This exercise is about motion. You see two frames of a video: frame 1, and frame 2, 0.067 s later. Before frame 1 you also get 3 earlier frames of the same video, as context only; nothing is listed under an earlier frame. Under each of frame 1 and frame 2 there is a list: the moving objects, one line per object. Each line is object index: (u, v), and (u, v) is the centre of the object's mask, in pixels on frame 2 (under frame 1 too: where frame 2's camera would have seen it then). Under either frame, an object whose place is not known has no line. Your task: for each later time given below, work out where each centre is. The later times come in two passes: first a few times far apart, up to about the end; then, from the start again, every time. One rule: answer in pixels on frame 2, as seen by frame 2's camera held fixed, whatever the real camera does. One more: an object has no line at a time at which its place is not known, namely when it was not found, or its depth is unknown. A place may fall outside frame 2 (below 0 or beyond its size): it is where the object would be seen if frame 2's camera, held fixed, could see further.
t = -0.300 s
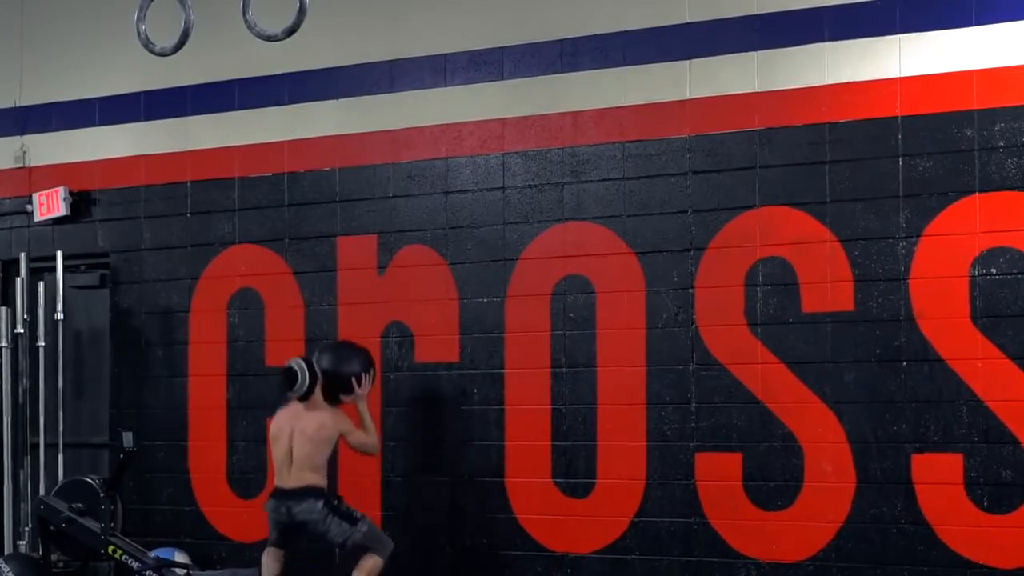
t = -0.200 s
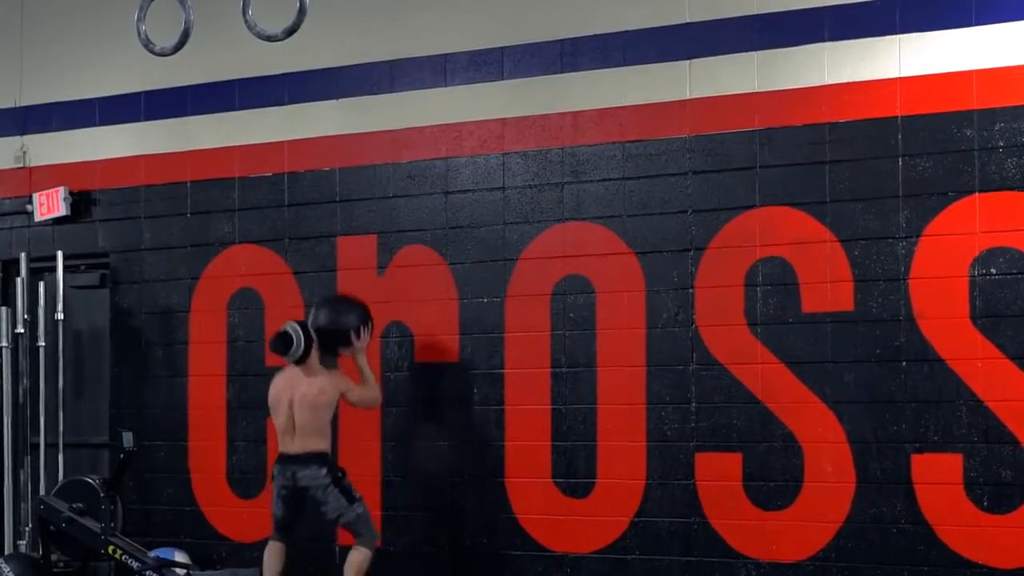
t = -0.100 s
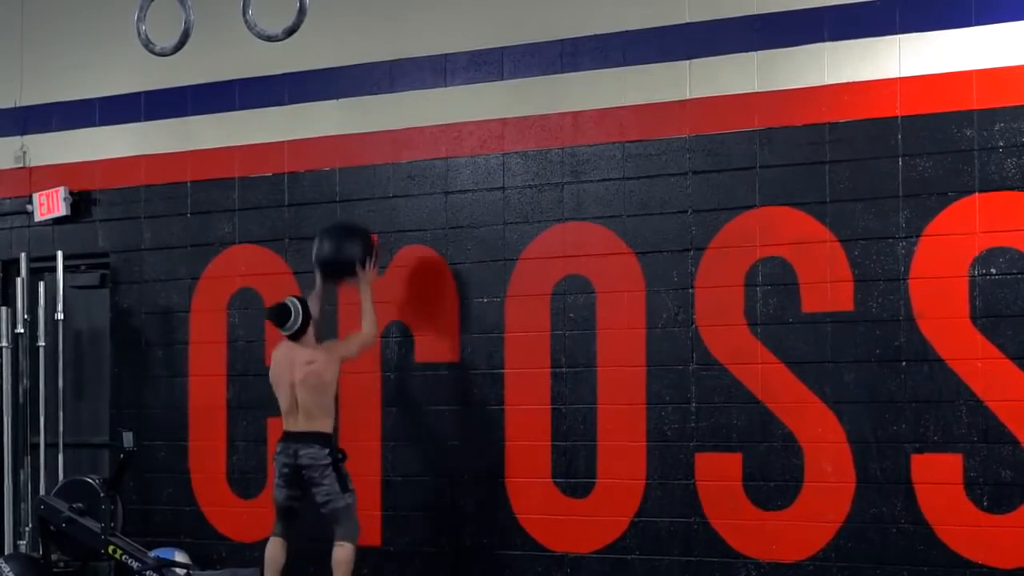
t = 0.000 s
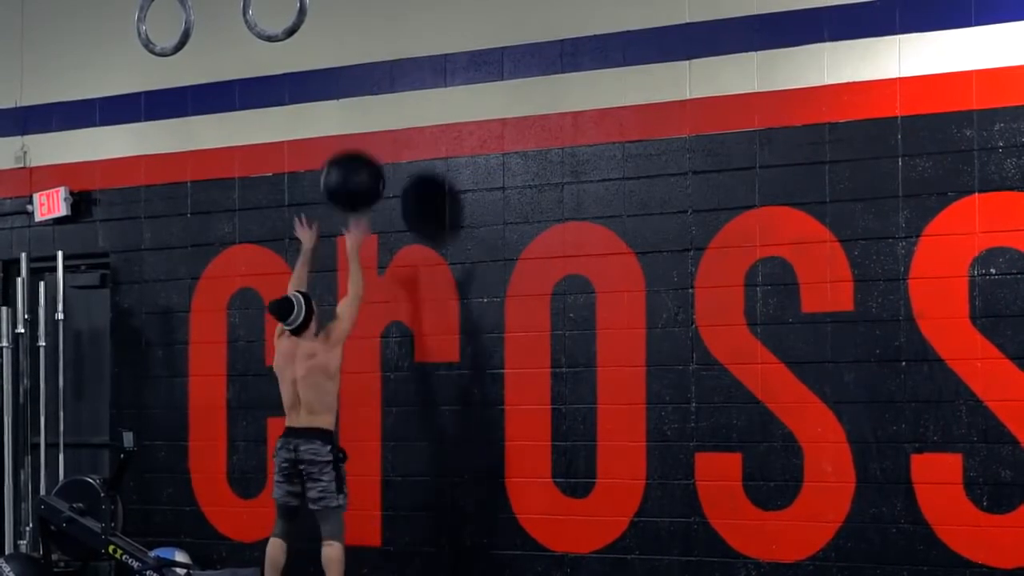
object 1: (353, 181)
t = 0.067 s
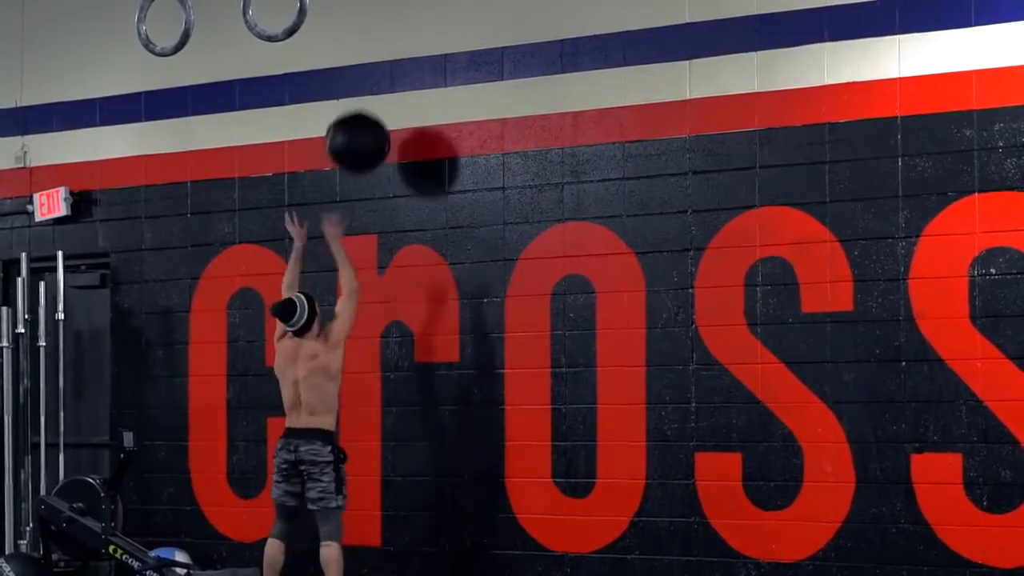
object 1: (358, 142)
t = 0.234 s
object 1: (371, 78)
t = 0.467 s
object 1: (379, 64)
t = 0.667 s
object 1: (369, 121)
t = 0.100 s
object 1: (360, 126)
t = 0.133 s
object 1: (363, 111)
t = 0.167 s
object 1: (366, 99)
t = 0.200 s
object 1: (368, 87)
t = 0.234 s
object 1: (371, 78)
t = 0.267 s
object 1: (373, 71)
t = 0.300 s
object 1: (376, 65)
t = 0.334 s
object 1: (379, 62)
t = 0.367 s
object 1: (382, 61)
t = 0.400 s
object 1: (382, 61)
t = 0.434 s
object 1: (381, 62)
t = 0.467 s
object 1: (379, 64)
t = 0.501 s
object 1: (378, 69)
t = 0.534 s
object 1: (375, 76)
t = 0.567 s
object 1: (374, 84)
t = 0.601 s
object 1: (373, 94)
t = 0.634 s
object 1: (371, 107)
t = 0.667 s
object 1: (369, 121)
